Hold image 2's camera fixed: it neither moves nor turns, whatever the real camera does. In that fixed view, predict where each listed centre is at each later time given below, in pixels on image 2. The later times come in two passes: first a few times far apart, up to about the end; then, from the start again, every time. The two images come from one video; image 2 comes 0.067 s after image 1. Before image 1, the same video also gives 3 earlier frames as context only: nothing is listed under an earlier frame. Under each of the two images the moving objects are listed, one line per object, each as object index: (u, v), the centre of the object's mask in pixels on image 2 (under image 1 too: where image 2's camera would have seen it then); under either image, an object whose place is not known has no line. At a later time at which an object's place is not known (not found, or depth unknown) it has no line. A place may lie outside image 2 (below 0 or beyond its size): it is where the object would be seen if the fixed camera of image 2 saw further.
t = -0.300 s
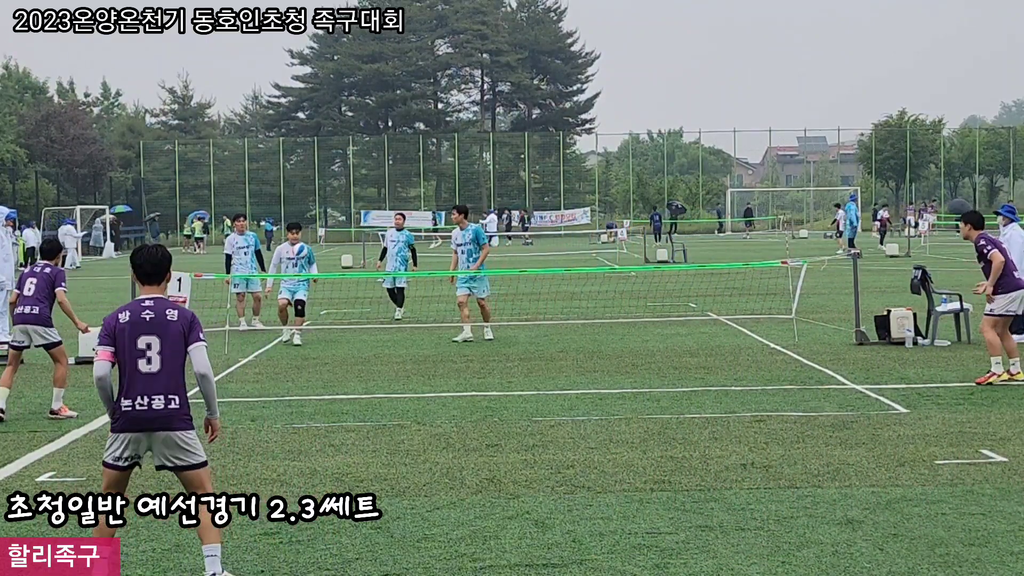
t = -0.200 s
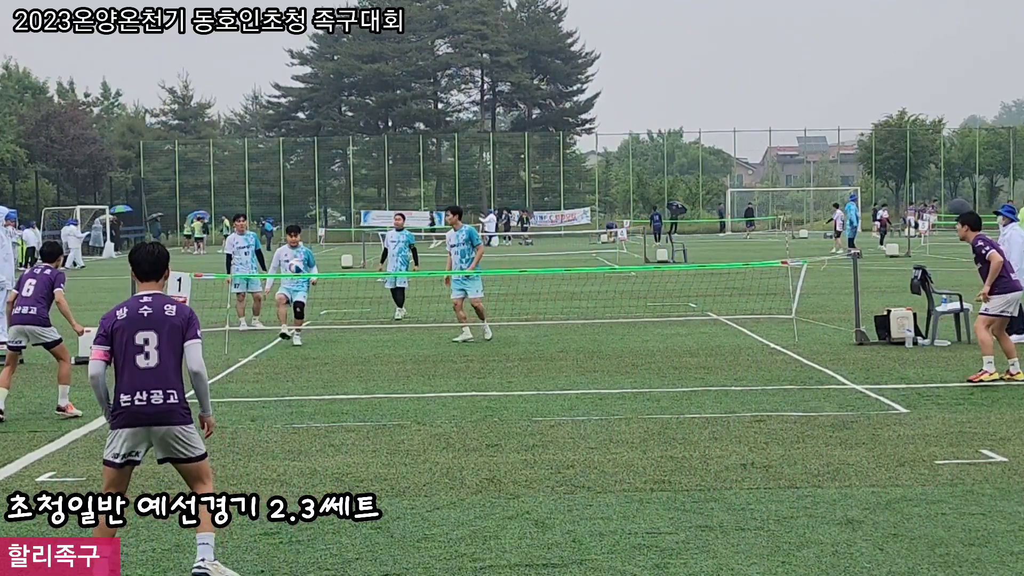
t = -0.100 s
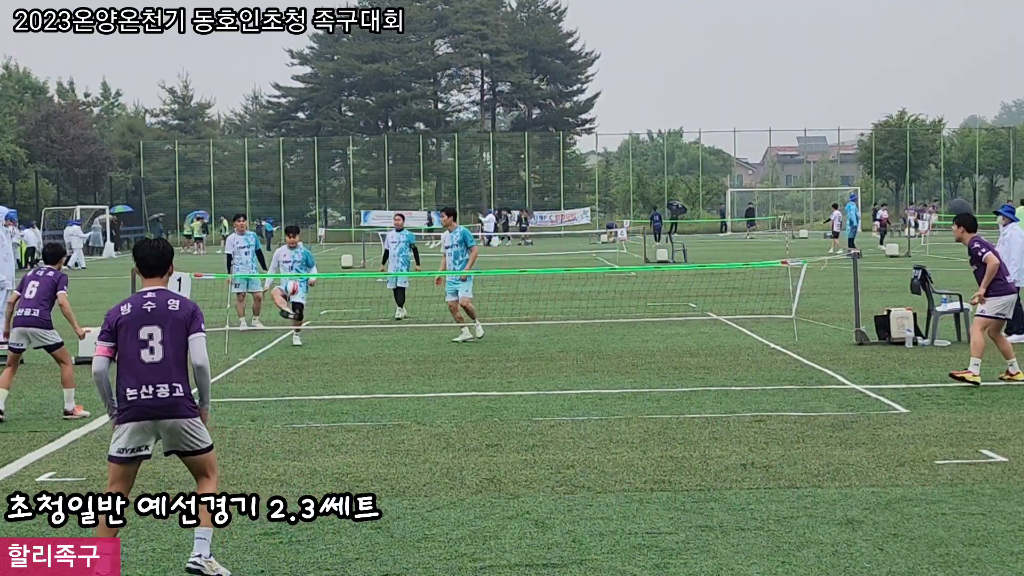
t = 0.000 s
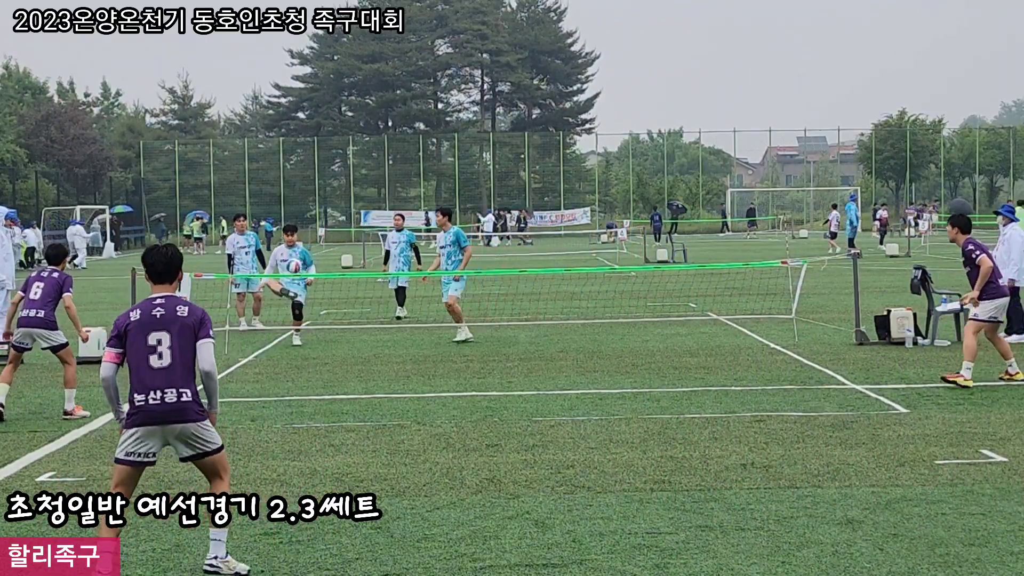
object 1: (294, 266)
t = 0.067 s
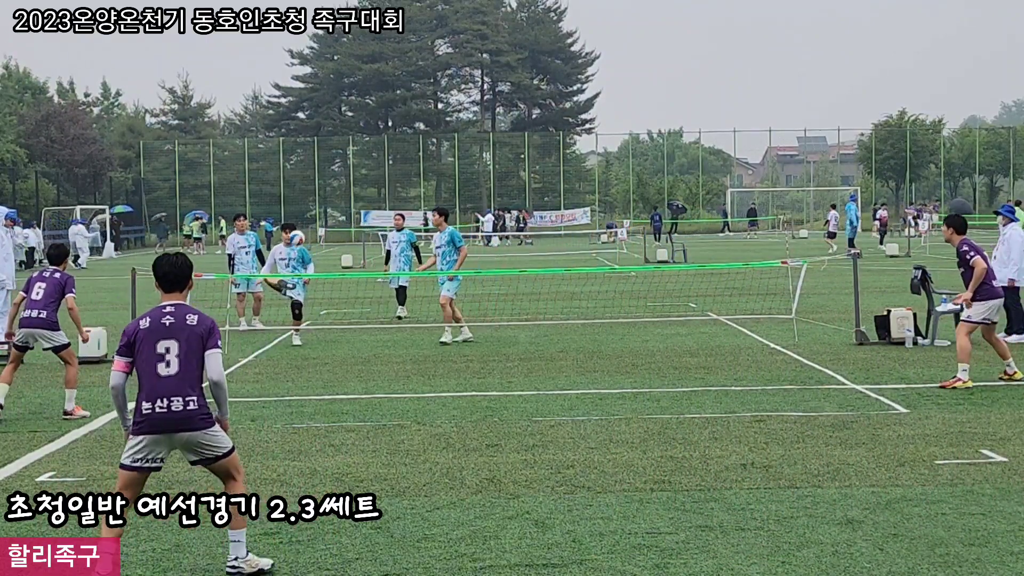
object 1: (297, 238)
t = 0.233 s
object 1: (304, 183)
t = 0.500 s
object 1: (316, 139)
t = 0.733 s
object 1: (328, 145)
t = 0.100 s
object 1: (298, 225)
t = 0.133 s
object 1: (299, 213)
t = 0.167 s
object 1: (301, 202)
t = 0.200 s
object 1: (303, 192)
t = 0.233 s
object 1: (304, 183)
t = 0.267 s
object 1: (306, 174)
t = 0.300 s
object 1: (307, 167)
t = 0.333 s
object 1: (309, 160)
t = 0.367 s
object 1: (311, 154)
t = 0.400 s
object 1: (312, 149)
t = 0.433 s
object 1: (313, 145)
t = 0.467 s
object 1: (315, 142)
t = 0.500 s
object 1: (316, 139)
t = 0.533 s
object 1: (318, 138)
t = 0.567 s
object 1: (319, 137)
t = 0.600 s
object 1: (321, 137)
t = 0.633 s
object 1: (323, 137)
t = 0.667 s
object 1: (324, 139)
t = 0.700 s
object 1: (326, 142)
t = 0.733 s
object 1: (328, 145)
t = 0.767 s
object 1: (329, 149)
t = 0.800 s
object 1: (331, 154)
